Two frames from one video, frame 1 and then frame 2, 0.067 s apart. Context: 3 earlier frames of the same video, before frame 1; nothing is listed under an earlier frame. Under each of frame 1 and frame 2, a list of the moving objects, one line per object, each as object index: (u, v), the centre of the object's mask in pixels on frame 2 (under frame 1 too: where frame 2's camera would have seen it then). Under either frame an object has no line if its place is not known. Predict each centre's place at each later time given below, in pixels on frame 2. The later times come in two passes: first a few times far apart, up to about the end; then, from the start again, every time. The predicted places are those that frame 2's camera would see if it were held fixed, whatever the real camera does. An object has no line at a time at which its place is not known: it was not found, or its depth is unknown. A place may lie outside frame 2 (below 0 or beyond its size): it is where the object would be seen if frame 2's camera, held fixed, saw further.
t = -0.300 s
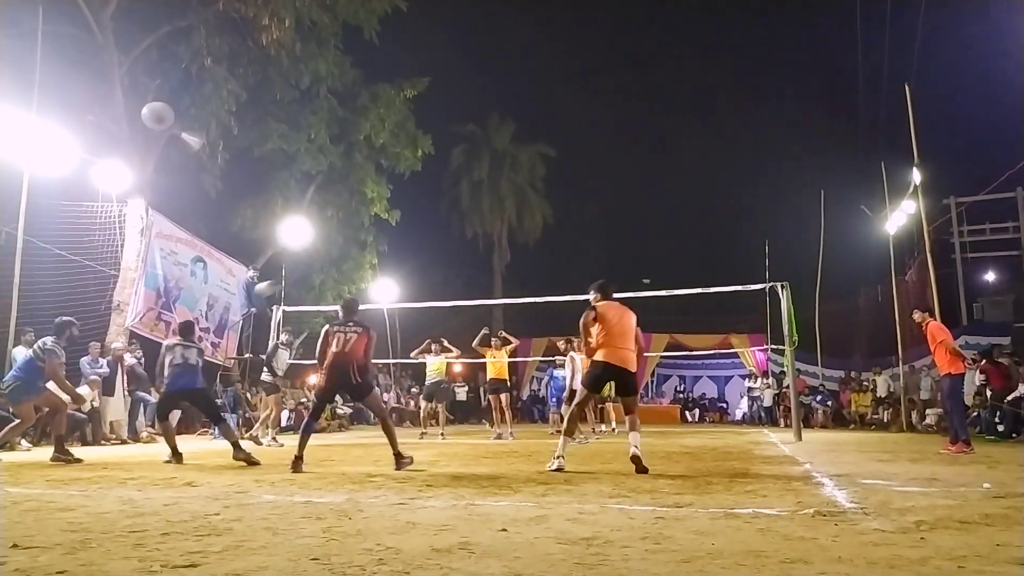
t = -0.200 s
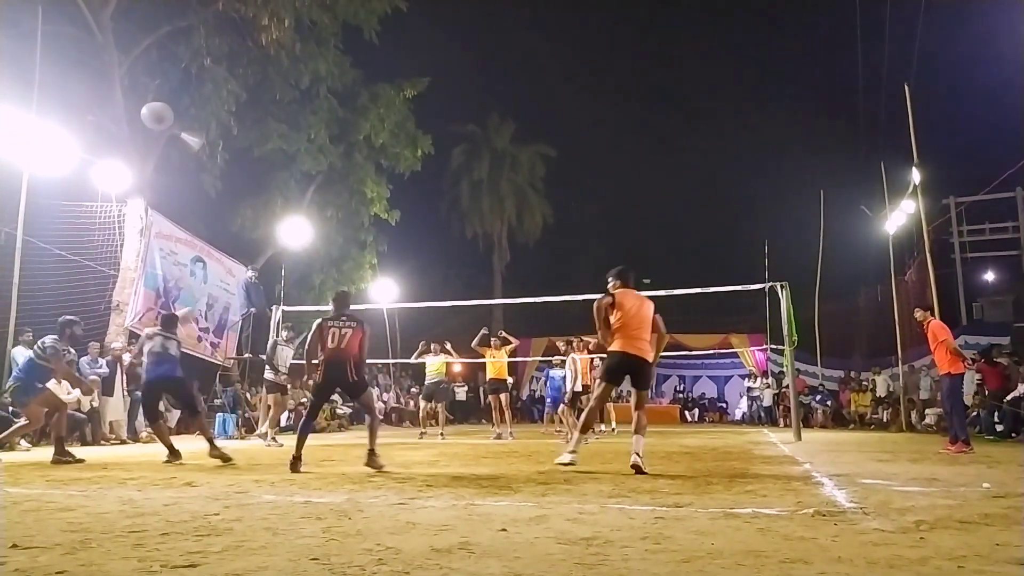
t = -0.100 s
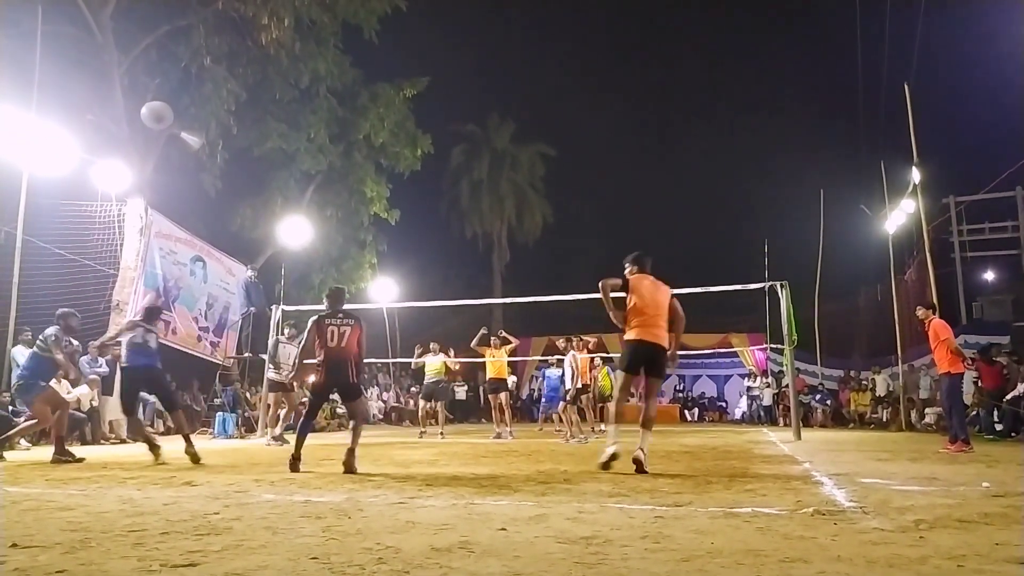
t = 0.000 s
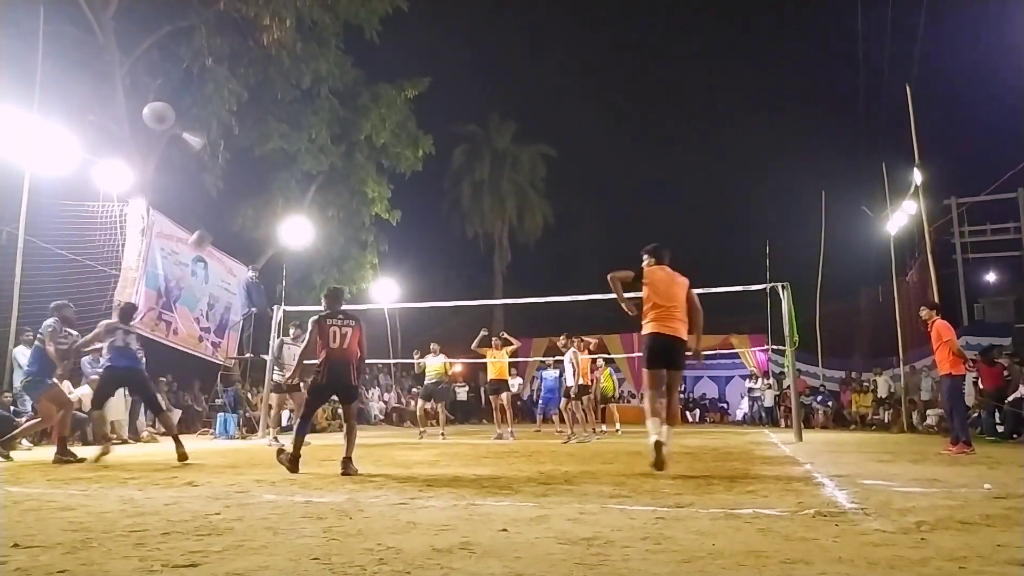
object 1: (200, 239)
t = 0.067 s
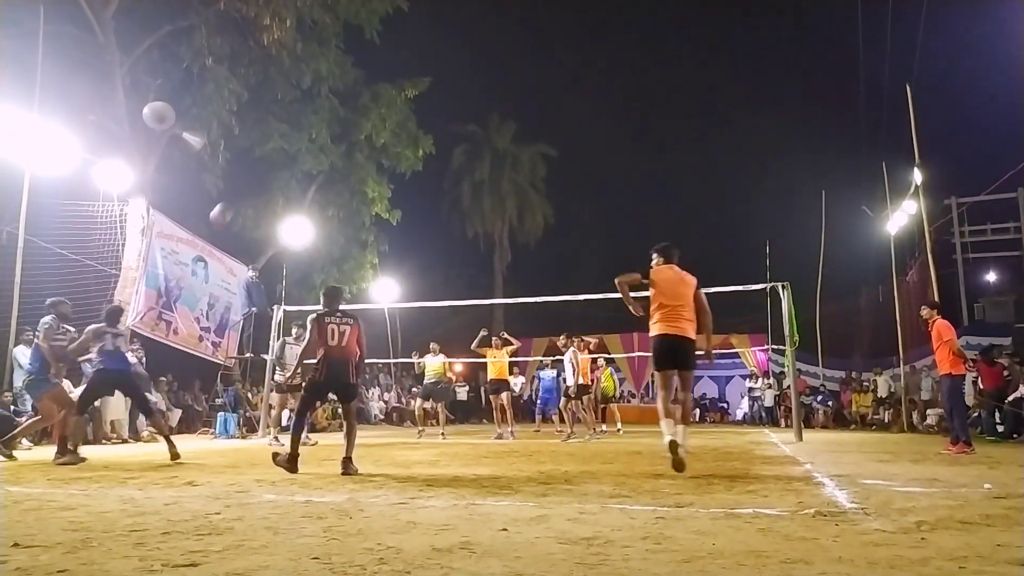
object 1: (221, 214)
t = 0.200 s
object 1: (274, 156)
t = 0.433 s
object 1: (355, 95)
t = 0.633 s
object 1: (416, 77)
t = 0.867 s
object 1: (479, 89)
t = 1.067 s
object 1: (530, 124)
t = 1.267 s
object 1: (577, 181)
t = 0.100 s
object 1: (235, 197)
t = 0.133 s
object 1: (249, 183)
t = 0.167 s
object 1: (262, 169)
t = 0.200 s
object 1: (274, 156)
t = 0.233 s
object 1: (286, 145)
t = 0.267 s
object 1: (299, 134)
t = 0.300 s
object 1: (311, 124)
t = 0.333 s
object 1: (323, 116)
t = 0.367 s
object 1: (334, 108)
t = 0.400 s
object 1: (345, 101)
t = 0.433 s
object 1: (355, 95)
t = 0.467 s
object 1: (366, 90)
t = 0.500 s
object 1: (376, 85)
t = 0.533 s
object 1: (386, 82)
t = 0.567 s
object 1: (396, 79)
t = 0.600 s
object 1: (406, 78)
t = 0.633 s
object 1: (416, 77)
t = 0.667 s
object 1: (425, 76)
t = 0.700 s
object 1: (435, 77)
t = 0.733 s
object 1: (444, 78)
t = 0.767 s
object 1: (453, 79)
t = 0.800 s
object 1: (462, 81)
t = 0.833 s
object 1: (471, 85)
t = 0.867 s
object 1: (479, 89)
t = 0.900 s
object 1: (488, 93)
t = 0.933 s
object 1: (497, 98)
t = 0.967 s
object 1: (505, 104)
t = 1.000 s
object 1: (513, 110)
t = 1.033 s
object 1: (521, 116)
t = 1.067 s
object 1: (530, 124)
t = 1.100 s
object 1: (538, 132)
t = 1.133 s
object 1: (546, 141)
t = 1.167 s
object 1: (554, 150)
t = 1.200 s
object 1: (561, 160)
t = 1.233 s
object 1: (569, 170)
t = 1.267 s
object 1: (577, 181)
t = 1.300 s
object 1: (585, 193)
